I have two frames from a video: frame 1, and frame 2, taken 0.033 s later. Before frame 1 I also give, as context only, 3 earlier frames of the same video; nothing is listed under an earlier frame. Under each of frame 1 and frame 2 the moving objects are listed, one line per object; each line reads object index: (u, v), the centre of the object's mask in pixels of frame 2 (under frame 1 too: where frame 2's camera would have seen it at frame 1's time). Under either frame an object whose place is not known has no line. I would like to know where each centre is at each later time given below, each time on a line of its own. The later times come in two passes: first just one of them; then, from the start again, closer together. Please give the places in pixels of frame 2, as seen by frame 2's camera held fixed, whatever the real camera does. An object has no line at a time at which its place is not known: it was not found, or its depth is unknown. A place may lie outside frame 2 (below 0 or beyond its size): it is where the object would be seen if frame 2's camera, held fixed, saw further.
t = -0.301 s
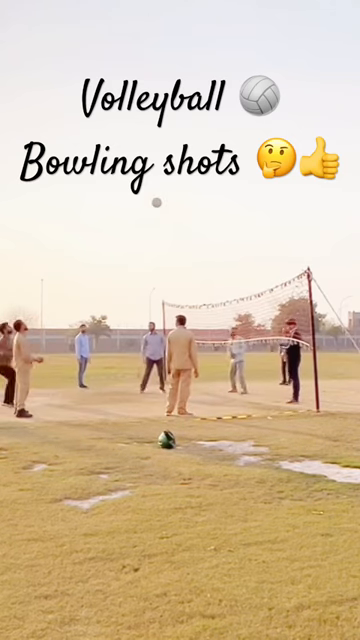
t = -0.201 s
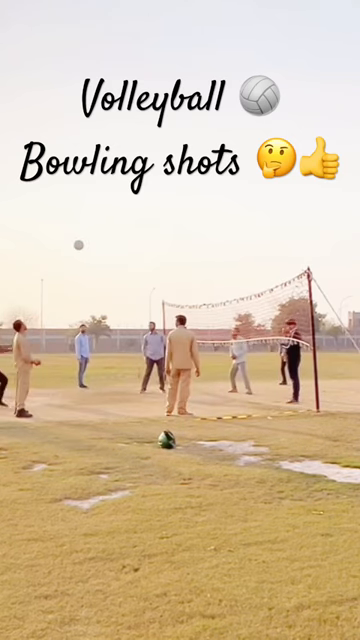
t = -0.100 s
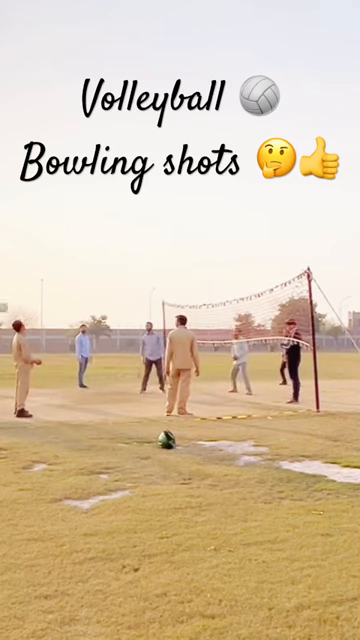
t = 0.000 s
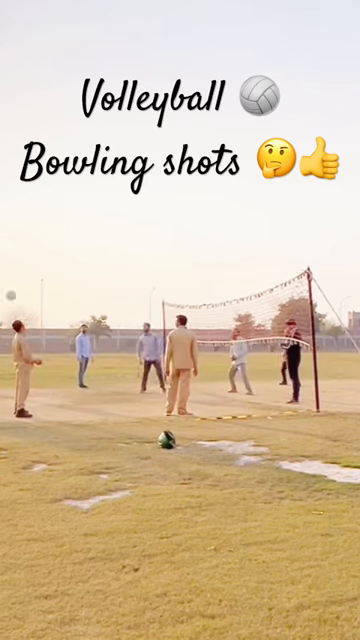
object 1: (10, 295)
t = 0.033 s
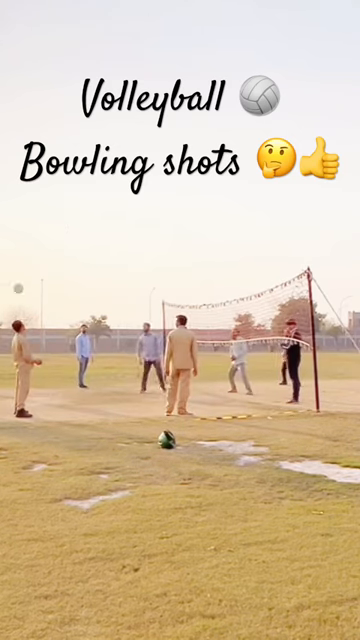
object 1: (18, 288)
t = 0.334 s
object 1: (124, 258)
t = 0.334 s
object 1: (124, 258)
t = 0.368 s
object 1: (129, 261)
